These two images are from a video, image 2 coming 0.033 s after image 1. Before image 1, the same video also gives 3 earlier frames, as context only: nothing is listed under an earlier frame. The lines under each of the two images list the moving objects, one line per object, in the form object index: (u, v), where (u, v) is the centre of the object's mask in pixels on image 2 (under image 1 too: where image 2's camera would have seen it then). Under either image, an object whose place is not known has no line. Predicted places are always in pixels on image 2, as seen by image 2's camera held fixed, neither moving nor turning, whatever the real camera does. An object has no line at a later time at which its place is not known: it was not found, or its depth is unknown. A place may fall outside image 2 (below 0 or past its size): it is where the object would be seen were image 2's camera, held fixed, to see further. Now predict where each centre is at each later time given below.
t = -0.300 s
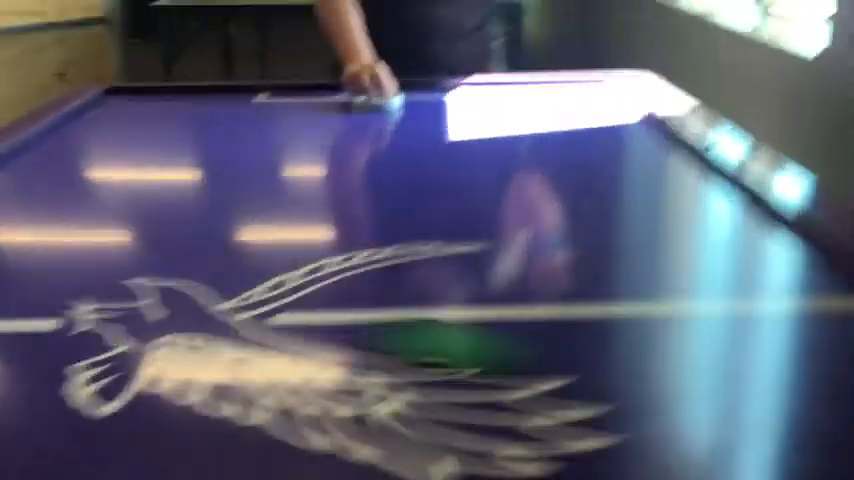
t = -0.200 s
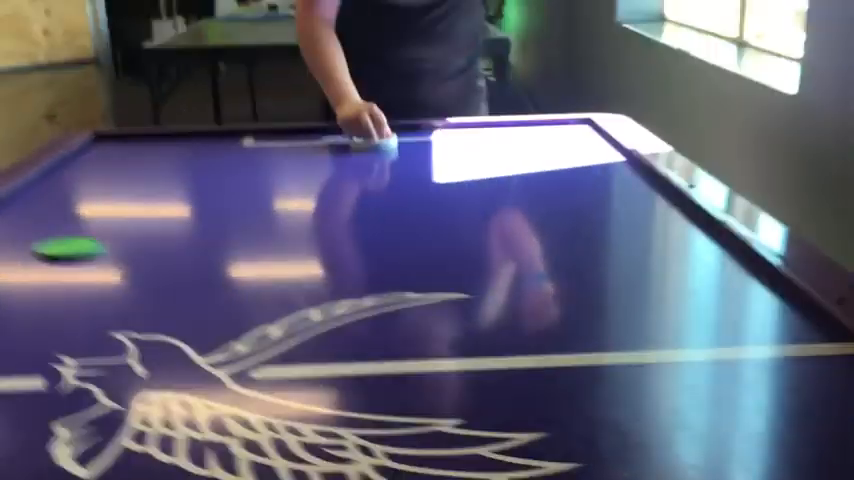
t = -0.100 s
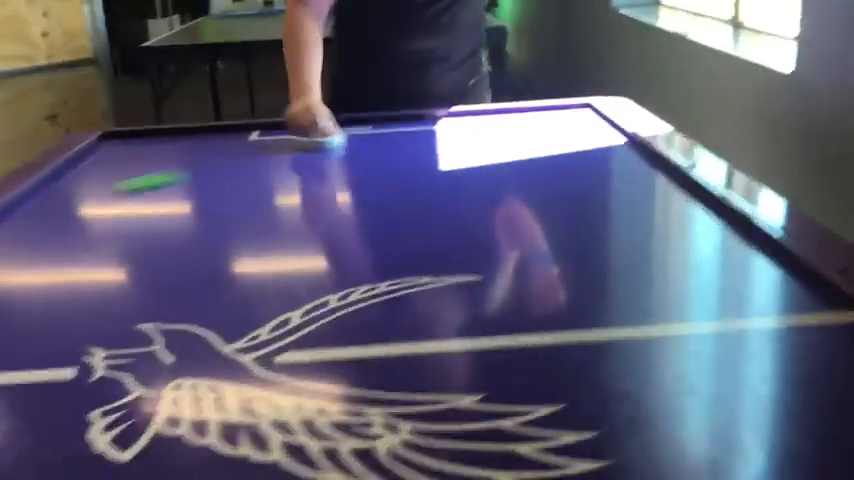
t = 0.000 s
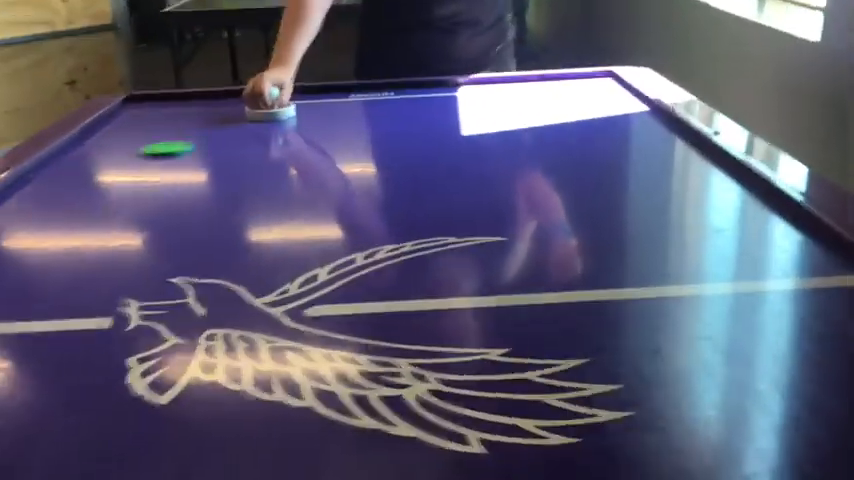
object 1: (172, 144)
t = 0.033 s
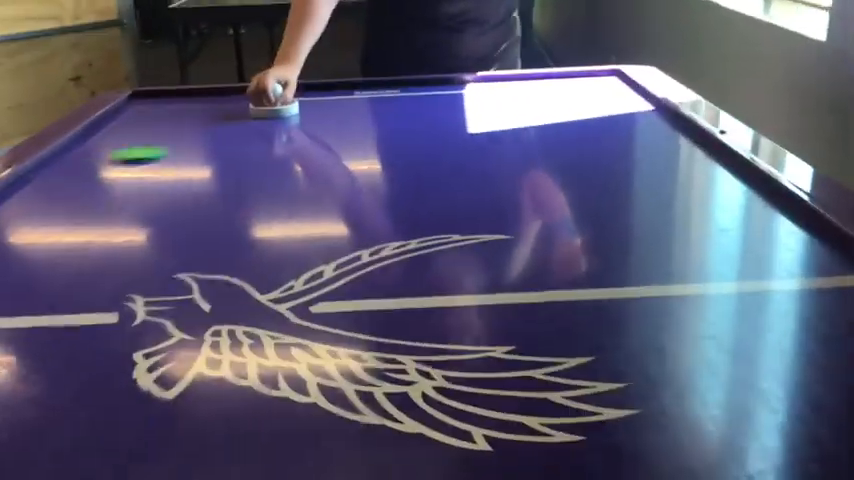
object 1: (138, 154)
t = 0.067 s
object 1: (63, 174)
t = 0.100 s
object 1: (37, 184)
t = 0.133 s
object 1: (61, 199)
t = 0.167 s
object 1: (74, 207)
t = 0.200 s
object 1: (103, 224)
